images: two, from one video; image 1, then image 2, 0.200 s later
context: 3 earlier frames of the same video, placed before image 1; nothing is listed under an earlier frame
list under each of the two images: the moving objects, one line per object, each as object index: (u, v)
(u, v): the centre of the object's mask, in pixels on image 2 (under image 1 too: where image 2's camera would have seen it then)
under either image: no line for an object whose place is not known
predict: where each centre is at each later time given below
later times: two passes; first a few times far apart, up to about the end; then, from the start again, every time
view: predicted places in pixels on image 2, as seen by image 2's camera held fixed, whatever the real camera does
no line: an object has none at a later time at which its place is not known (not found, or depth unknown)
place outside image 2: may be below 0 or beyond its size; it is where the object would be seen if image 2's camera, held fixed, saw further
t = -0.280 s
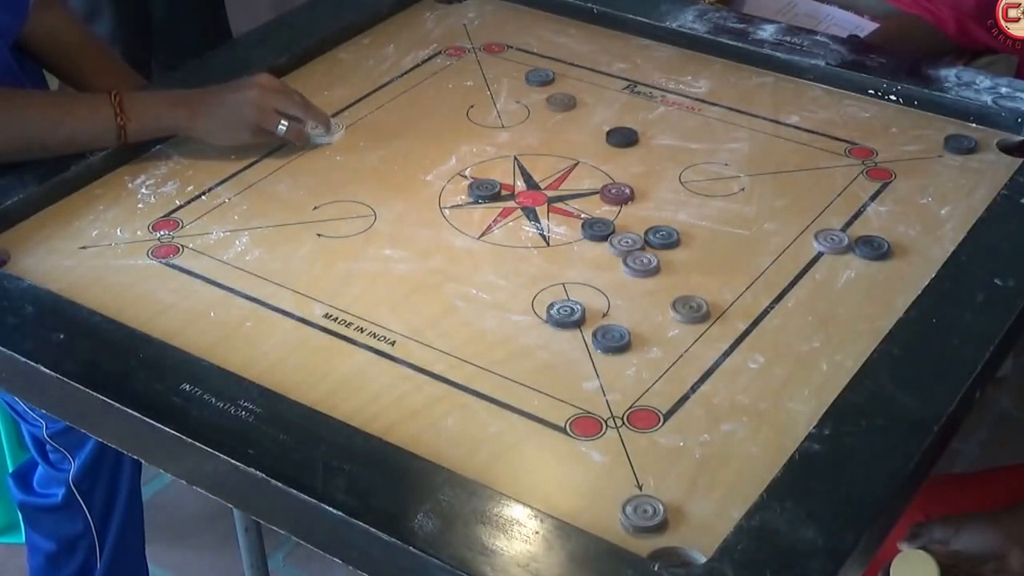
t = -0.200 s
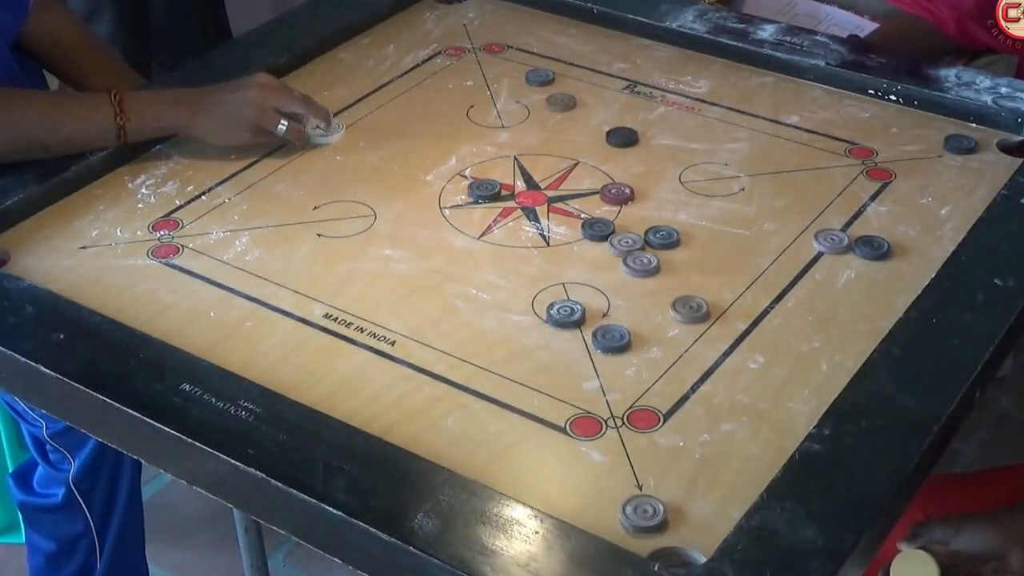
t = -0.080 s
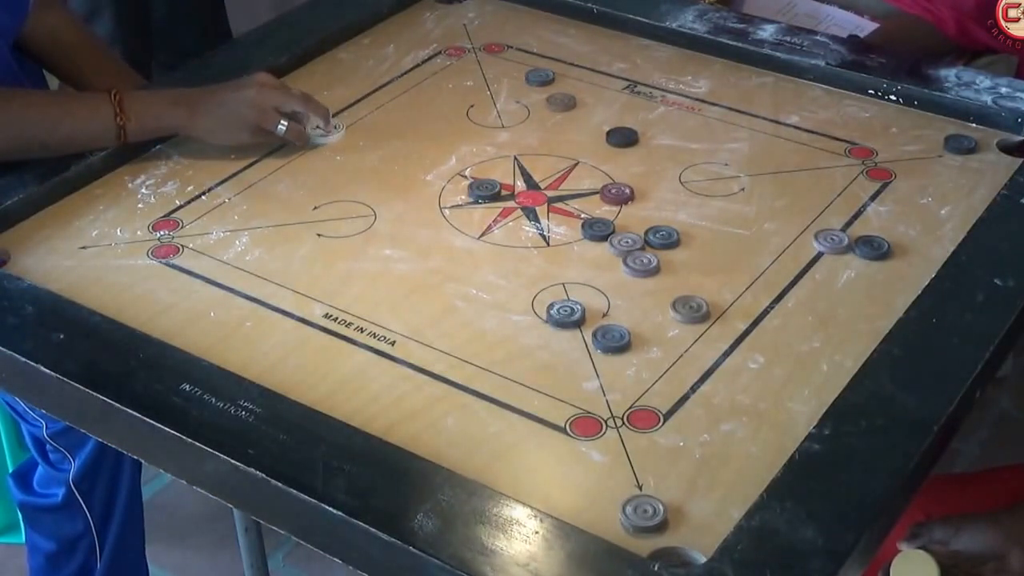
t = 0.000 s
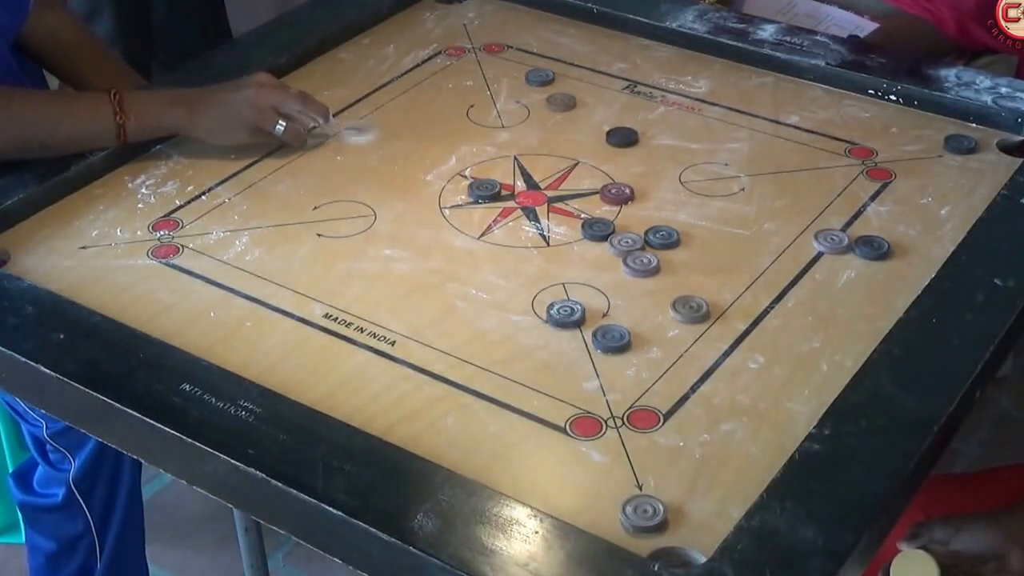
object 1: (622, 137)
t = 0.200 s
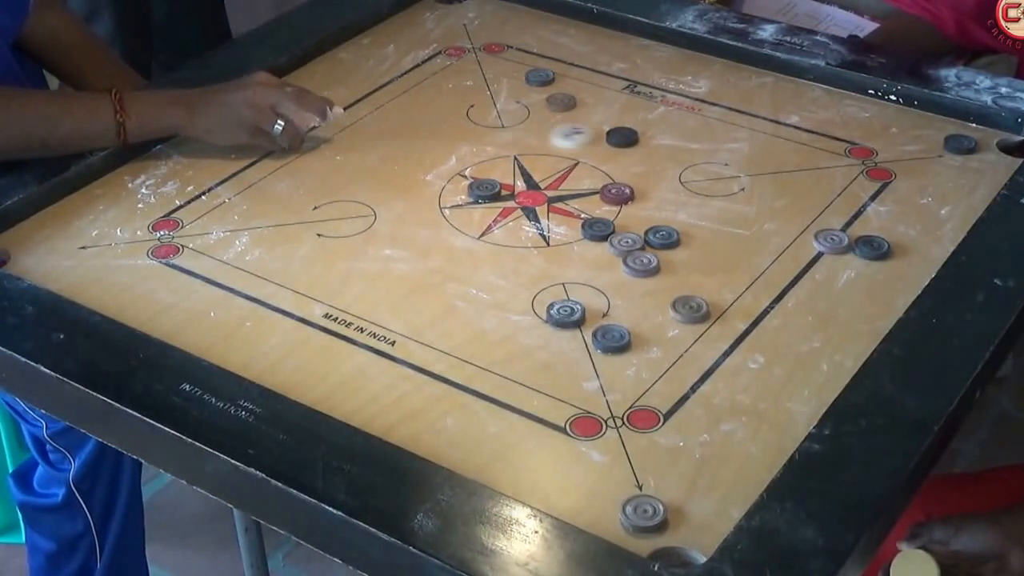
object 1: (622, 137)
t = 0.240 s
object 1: (655, 138)
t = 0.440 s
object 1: (868, 142)
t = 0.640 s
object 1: (934, 147)
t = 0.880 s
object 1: (934, 147)
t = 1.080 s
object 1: (934, 147)
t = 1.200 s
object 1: (933, 147)
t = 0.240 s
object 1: (655, 138)
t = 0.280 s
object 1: (703, 139)
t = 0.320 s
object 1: (749, 140)
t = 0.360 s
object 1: (791, 141)
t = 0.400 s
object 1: (832, 142)
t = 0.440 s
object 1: (868, 142)
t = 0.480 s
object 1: (905, 144)
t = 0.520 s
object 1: (930, 145)
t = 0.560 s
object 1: (932, 146)
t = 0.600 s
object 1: (934, 147)
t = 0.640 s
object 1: (934, 147)
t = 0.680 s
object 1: (934, 147)
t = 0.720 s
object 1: (933, 147)
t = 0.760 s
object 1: (934, 147)
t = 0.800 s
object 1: (934, 147)
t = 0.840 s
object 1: (933, 147)
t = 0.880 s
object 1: (934, 147)
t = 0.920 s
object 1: (933, 147)
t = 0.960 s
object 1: (934, 147)
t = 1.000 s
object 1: (934, 147)
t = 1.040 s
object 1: (934, 147)
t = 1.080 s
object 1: (934, 147)
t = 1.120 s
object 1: (933, 147)
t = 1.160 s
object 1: (933, 147)
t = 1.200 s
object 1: (933, 147)
